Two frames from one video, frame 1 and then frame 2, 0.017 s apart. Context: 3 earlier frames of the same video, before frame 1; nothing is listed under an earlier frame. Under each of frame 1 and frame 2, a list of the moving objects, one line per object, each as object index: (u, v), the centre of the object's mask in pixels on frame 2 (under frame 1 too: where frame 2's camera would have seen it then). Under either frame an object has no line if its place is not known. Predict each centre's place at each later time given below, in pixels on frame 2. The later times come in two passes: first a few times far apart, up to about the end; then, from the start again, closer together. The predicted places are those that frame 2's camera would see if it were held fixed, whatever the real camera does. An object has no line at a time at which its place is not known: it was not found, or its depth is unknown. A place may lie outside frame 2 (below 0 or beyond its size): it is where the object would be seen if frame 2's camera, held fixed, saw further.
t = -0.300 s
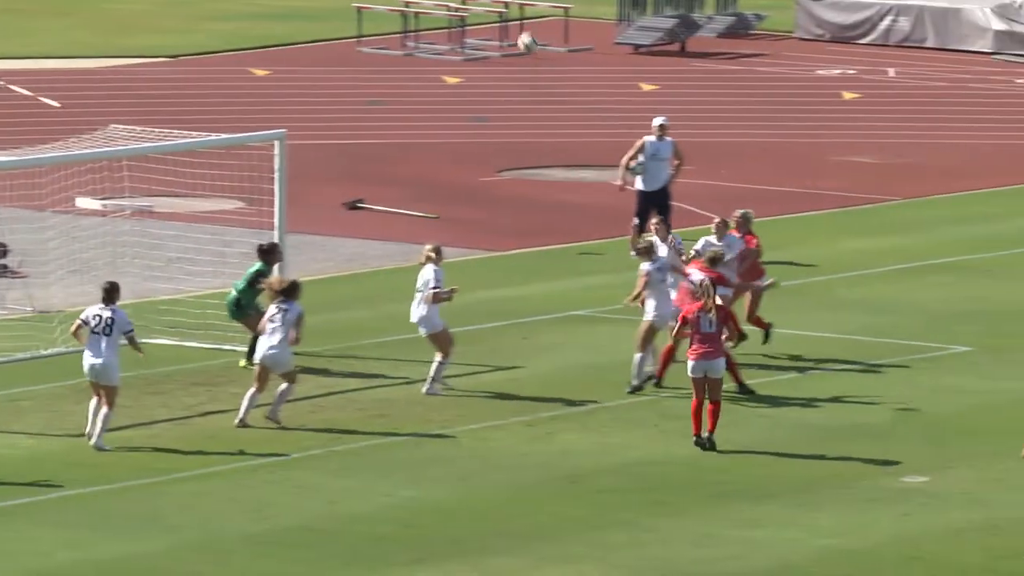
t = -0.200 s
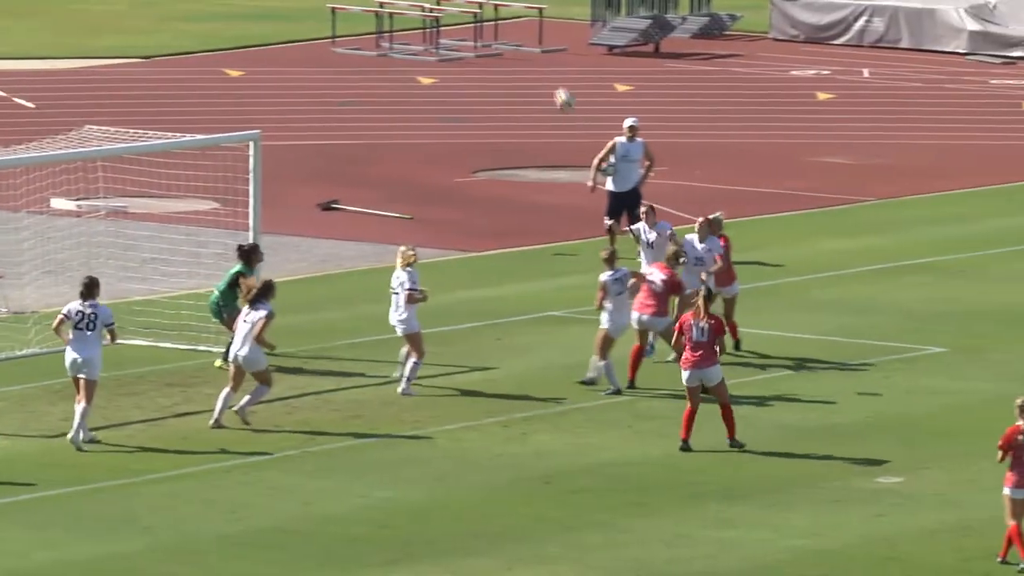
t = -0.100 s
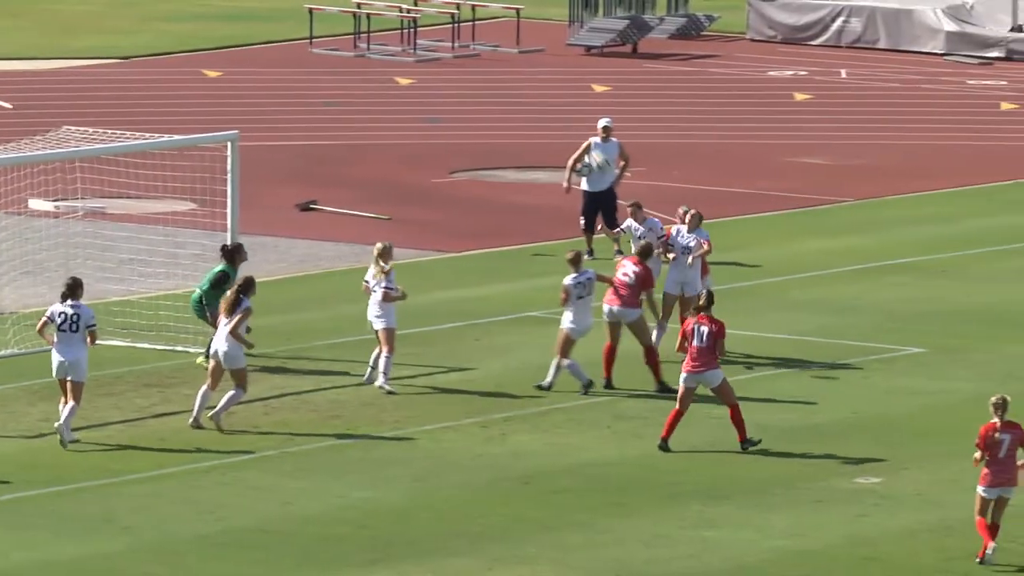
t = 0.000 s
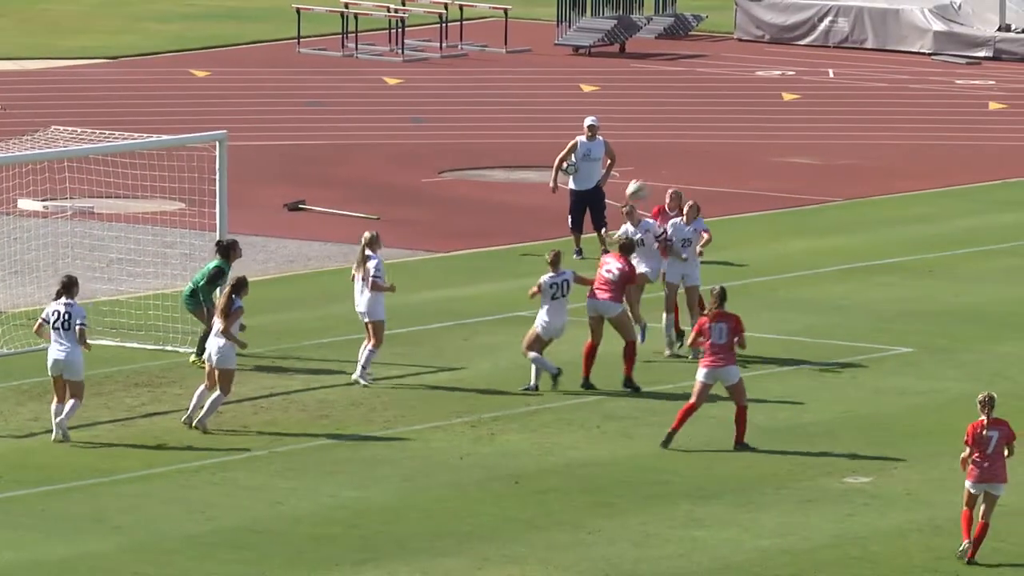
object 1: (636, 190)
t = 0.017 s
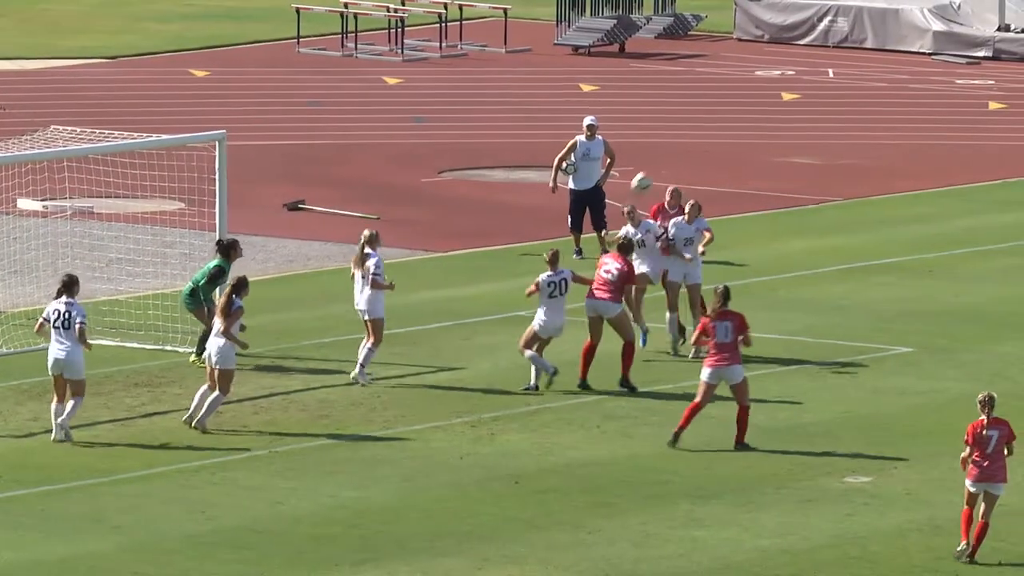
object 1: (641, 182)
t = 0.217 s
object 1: (704, 120)
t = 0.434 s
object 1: (779, 92)
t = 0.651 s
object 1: (855, 106)
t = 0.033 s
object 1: (646, 176)
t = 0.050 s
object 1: (652, 169)
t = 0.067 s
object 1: (656, 163)
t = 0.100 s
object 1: (668, 152)
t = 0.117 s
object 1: (673, 147)
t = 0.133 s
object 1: (678, 141)
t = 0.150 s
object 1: (684, 137)
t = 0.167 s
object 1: (690, 132)
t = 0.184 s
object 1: (695, 128)
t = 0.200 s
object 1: (700, 123)
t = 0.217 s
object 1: (704, 120)
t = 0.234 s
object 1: (711, 116)
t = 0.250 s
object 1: (716, 112)
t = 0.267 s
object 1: (723, 109)
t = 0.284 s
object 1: (727, 106)
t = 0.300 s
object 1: (734, 104)
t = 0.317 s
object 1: (738, 102)
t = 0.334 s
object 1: (744, 100)
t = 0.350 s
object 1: (750, 98)
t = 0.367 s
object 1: (755, 96)
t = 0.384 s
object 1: (761, 95)
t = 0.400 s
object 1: (767, 93)
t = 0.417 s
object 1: (773, 92)
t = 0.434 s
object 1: (779, 92)
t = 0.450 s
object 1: (784, 91)
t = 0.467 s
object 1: (790, 91)
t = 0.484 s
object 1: (794, 92)
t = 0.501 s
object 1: (801, 92)
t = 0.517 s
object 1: (807, 92)
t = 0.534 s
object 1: (813, 93)
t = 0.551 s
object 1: (819, 94)
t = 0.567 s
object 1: (825, 95)
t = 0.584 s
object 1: (831, 97)
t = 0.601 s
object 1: (837, 99)
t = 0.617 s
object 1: (843, 101)
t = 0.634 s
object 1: (849, 103)
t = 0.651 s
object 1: (855, 106)
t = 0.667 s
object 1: (860, 109)
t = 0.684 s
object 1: (866, 112)
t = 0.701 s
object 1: (873, 115)
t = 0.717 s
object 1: (879, 119)
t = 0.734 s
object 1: (885, 123)
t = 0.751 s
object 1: (891, 127)
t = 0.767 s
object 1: (898, 132)
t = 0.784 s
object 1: (903, 137)
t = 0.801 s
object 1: (909, 141)
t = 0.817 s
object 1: (914, 147)
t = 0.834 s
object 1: (922, 151)
